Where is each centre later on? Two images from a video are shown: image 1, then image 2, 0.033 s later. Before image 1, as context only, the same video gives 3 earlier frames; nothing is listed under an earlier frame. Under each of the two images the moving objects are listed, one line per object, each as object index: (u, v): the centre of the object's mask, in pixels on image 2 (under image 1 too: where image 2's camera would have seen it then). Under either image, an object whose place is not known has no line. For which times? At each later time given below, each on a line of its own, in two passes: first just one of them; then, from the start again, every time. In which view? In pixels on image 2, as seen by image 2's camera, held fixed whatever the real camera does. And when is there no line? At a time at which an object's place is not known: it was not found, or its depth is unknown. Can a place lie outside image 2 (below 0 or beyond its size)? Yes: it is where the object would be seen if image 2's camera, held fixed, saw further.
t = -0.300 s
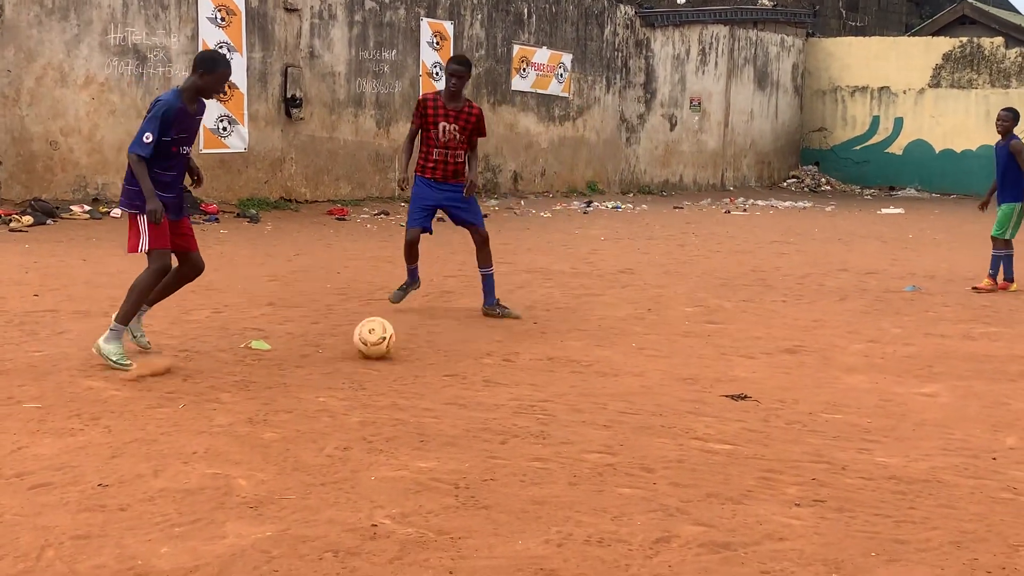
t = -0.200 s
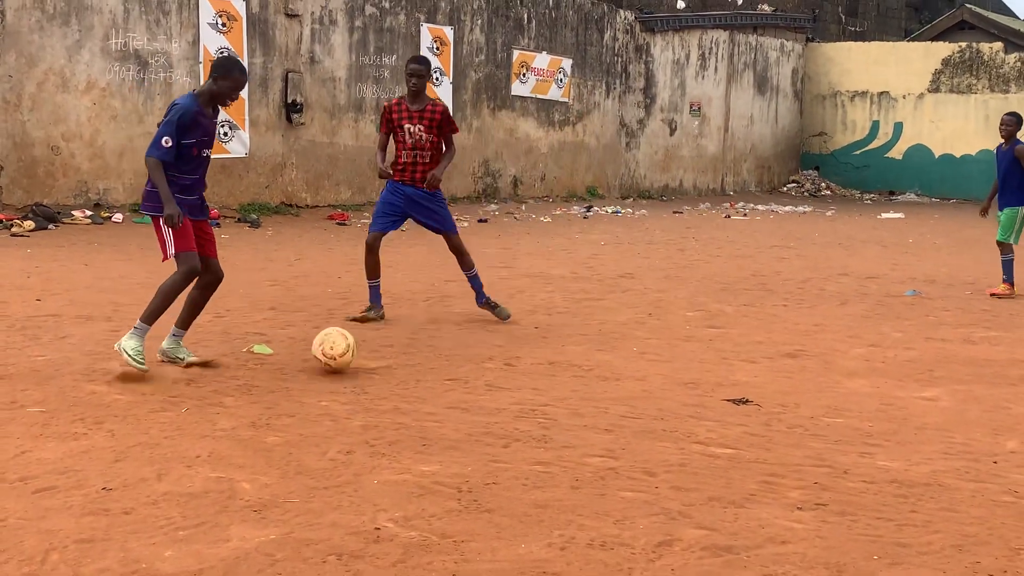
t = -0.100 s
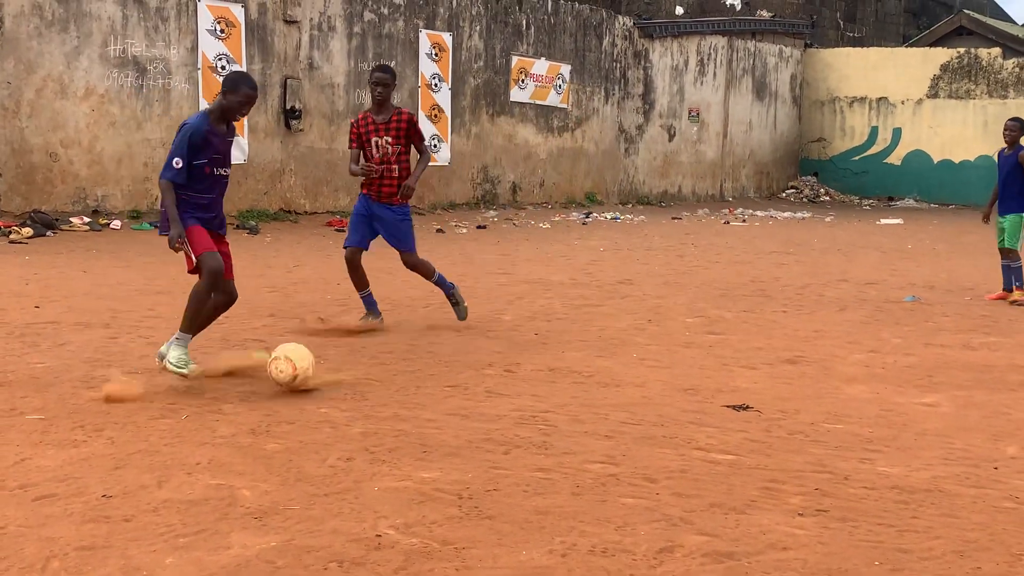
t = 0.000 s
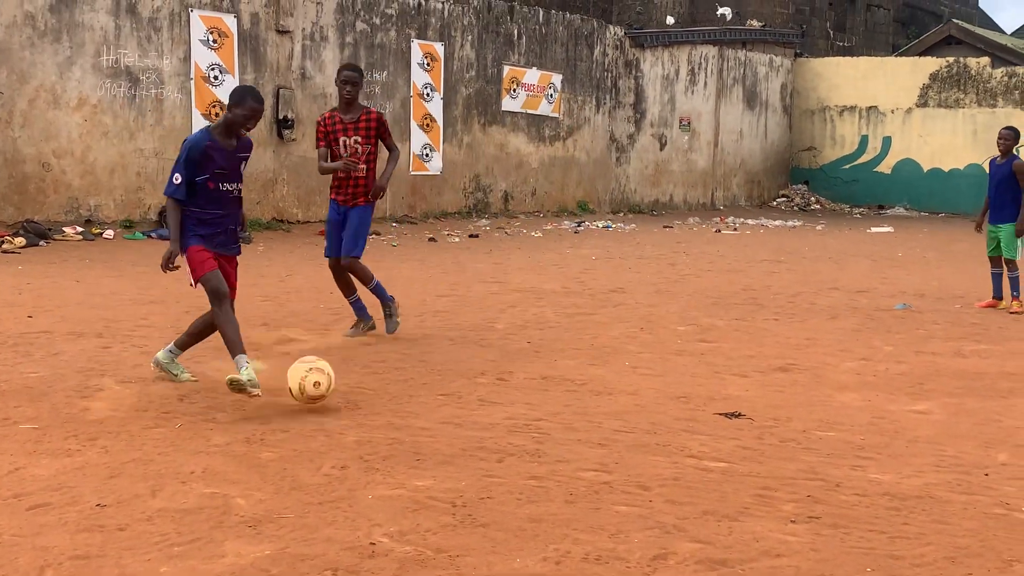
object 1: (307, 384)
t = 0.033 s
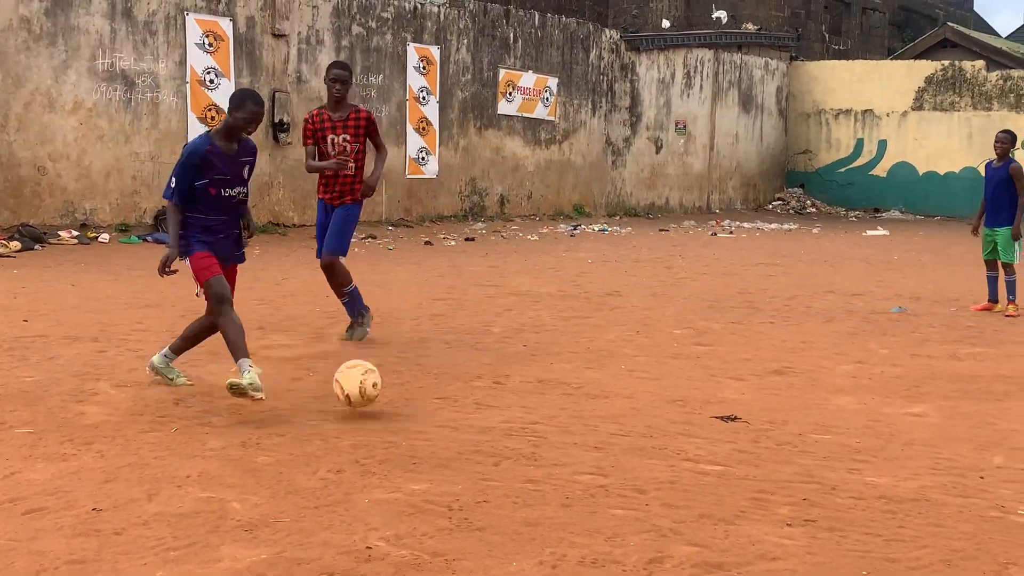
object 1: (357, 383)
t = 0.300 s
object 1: (717, 396)
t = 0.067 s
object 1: (408, 385)
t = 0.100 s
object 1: (458, 390)
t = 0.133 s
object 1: (509, 396)
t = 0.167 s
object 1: (557, 402)
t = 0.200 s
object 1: (596, 398)
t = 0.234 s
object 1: (637, 395)
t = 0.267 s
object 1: (677, 394)
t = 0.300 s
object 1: (717, 396)
